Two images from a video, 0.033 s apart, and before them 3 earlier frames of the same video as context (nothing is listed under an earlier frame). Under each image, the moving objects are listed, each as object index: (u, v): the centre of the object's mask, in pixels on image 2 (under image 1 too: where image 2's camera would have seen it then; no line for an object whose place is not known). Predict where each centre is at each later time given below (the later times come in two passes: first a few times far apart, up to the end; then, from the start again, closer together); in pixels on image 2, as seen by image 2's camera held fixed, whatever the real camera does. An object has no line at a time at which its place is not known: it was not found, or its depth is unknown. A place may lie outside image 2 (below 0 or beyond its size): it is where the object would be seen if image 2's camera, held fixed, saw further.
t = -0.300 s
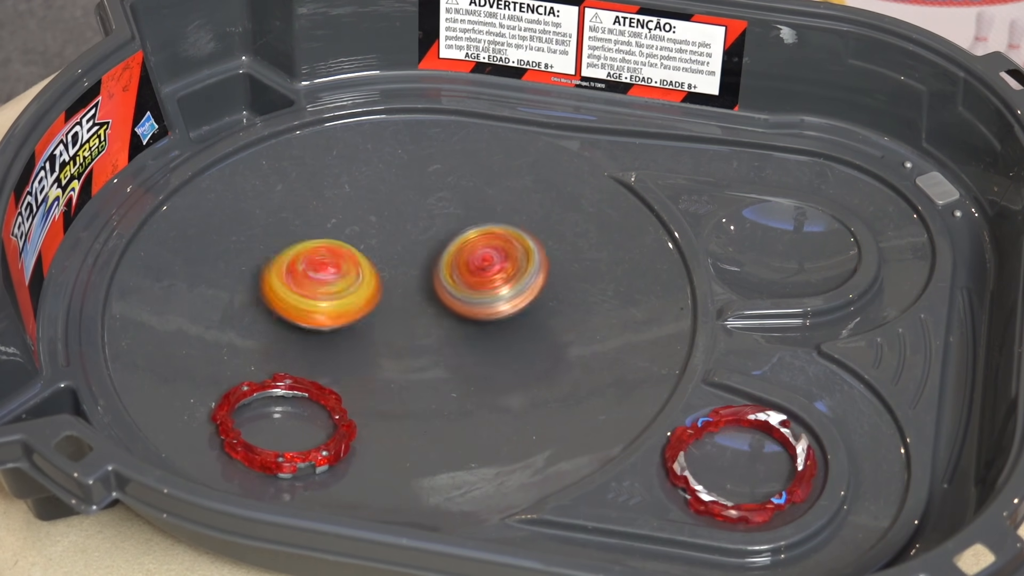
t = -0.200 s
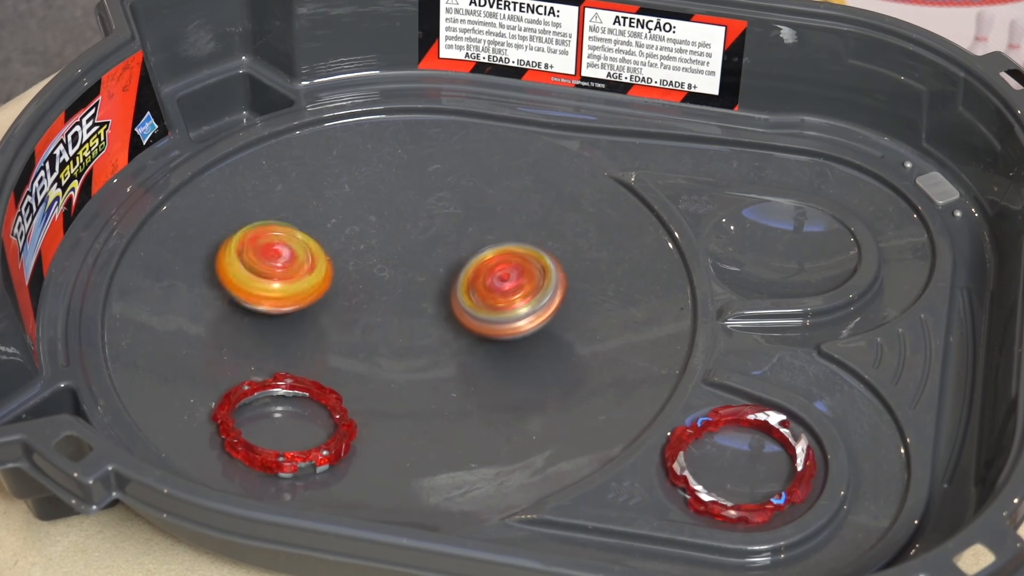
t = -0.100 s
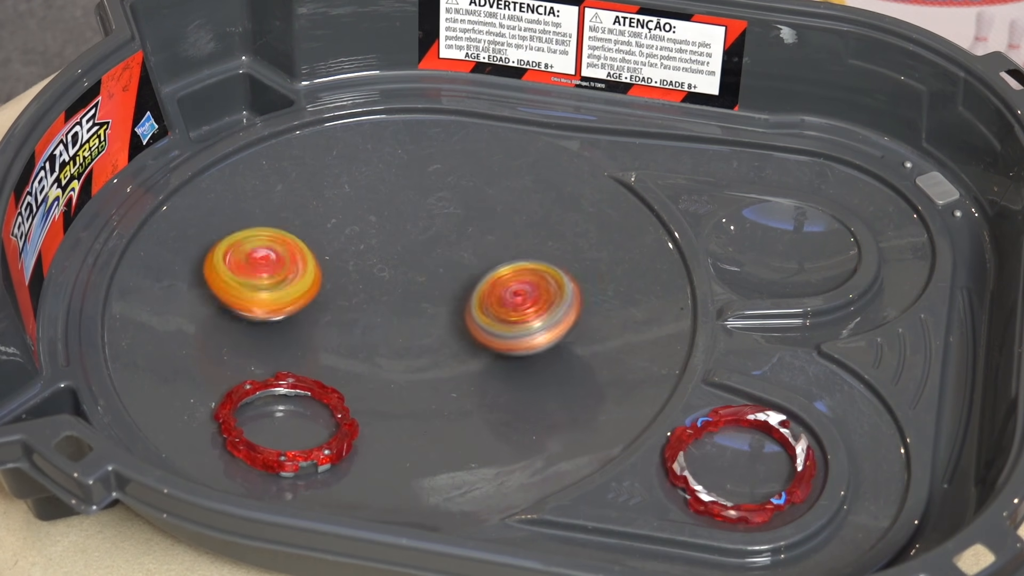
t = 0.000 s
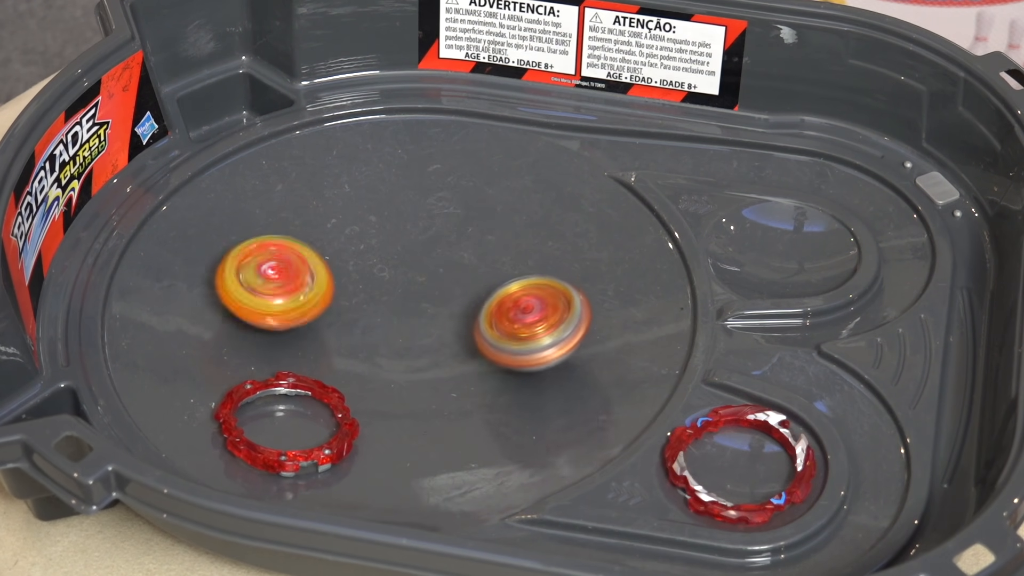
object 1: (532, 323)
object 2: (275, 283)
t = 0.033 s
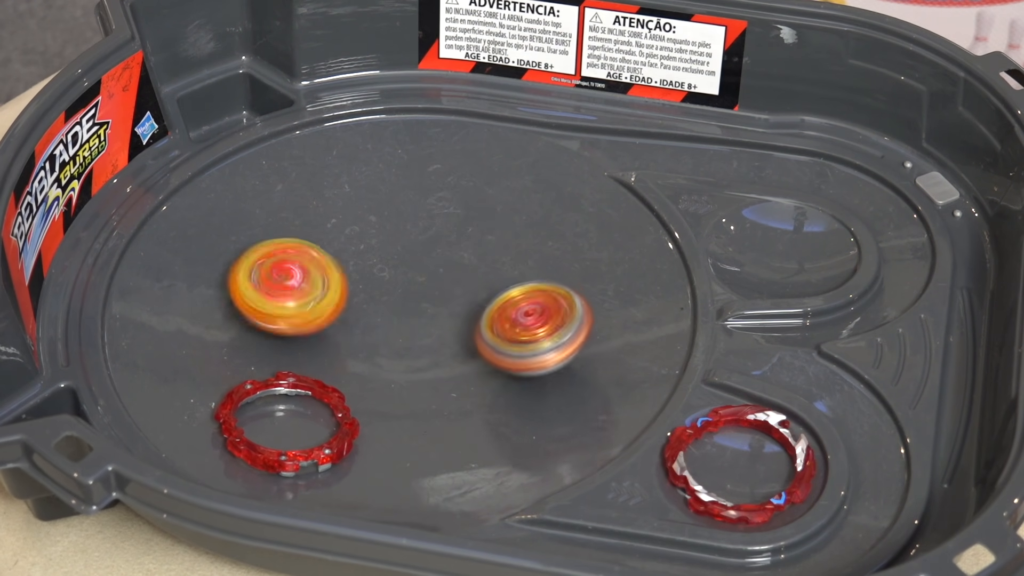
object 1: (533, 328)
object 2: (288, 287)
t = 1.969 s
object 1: (312, 241)
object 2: (569, 352)
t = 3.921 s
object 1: (359, 400)
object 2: (491, 289)
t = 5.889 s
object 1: (551, 309)
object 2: (415, 305)
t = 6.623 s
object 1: (372, 375)
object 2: (352, 283)
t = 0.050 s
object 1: (534, 331)
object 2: (292, 289)
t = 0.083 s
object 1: (535, 335)
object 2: (306, 291)
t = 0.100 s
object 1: (535, 337)
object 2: (317, 294)
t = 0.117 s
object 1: (535, 339)
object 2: (323, 295)
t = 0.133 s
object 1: (535, 341)
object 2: (333, 296)
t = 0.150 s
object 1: (533, 343)
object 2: (341, 296)
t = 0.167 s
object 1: (532, 345)
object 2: (351, 297)
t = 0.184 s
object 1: (530, 347)
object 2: (359, 296)
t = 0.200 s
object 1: (529, 348)
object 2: (372, 294)
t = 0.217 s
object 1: (526, 351)
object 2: (383, 294)
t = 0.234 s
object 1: (524, 352)
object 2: (392, 291)
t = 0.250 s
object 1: (522, 354)
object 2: (404, 289)
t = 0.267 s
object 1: (519, 355)
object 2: (416, 285)
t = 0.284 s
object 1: (516, 357)
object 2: (426, 282)
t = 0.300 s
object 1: (513, 359)
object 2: (435, 276)
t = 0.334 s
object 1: (506, 362)
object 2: (455, 267)
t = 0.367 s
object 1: (500, 364)
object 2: (468, 255)
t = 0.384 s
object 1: (496, 365)
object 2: (474, 249)
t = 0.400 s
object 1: (491, 367)
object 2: (479, 244)
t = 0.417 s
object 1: (487, 368)
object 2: (480, 237)
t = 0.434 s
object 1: (484, 368)
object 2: (484, 232)
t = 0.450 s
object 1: (479, 369)
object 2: (485, 228)
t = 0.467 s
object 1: (474, 370)
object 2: (485, 223)
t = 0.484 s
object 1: (470, 371)
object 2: (484, 221)
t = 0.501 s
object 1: (465, 372)
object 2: (485, 217)
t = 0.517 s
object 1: (460, 373)
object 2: (484, 217)
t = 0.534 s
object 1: (455, 373)
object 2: (482, 214)
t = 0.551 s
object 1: (451, 373)
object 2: (480, 214)
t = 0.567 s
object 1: (445, 373)
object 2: (479, 213)
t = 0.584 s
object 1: (441, 374)
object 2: (476, 216)
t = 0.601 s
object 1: (436, 374)
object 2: (472, 213)
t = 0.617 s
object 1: (431, 374)
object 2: (470, 215)
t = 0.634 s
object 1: (426, 374)
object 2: (467, 215)
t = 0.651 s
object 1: (421, 374)
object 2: (463, 218)
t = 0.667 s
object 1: (416, 374)
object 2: (459, 218)
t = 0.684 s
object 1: (411, 373)
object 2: (459, 222)
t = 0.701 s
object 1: (406, 373)
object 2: (456, 225)
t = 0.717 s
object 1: (401, 372)
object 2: (451, 228)
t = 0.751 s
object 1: (391, 371)
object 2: (446, 237)
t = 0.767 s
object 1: (386, 370)
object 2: (442, 245)
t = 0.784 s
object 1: (381, 369)
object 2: (438, 249)
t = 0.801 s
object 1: (376, 368)
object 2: (437, 256)
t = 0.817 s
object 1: (371, 367)
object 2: (435, 260)
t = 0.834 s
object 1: (368, 366)
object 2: (434, 268)
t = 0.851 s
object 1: (365, 365)
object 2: (433, 274)
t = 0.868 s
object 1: (362, 363)
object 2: (435, 281)
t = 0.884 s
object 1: (360, 362)
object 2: (436, 289)
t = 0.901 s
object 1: (358, 360)
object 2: (437, 295)
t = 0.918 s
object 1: (354, 360)
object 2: (442, 301)
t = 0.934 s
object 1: (348, 360)
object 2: (453, 304)
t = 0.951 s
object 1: (341, 361)
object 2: (463, 306)
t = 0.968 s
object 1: (337, 361)
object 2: (473, 306)
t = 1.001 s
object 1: (329, 360)
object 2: (495, 305)
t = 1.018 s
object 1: (326, 359)
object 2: (505, 304)
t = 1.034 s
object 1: (323, 359)
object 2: (514, 301)
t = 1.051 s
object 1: (320, 358)
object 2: (525, 299)
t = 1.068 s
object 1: (319, 357)
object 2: (534, 294)
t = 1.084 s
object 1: (317, 356)
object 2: (543, 291)
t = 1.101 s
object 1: (316, 355)
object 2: (549, 286)
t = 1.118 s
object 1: (317, 353)
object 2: (555, 282)
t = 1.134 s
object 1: (318, 351)
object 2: (560, 276)
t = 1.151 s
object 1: (319, 349)
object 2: (563, 272)
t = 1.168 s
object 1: (319, 346)
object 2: (564, 267)
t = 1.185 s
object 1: (319, 344)
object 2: (565, 263)
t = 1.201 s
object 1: (320, 342)
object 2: (564, 261)
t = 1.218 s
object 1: (319, 339)
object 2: (562, 258)
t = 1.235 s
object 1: (319, 337)
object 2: (559, 255)
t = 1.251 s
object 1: (319, 335)
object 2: (556, 252)
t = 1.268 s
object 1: (319, 332)
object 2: (553, 250)
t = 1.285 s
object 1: (319, 329)
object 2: (549, 250)
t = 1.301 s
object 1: (320, 327)
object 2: (544, 248)
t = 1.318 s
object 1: (320, 324)
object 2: (540, 249)
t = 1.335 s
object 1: (321, 321)
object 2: (534, 248)
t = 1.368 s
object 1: (322, 315)
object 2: (520, 251)
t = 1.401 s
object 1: (325, 310)
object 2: (505, 255)
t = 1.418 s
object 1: (325, 307)
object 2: (497, 257)
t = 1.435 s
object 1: (326, 304)
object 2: (487, 262)
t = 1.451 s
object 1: (328, 301)
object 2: (479, 265)
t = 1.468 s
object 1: (329, 298)
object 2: (471, 270)
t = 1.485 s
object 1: (331, 294)
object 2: (464, 276)
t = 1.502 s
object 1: (332, 291)
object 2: (455, 282)
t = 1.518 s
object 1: (332, 288)
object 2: (451, 287)
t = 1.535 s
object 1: (325, 282)
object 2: (456, 297)
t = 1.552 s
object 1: (316, 277)
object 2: (462, 303)
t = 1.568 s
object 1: (310, 272)
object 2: (468, 311)
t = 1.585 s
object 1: (304, 267)
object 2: (474, 318)
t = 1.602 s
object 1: (301, 263)
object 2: (478, 323)
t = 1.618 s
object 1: (298, 260)
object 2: (483, 328)
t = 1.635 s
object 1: (296, 258)
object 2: (489, 332)
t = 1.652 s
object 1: (294, 255)
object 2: (495, 338)
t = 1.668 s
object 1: (292, 252)
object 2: (499, 342)
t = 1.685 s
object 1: (291, 251)
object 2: (505, 348)
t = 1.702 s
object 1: (290, 249)
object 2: (511, 352)
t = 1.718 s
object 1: (290, 247)
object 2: (519, 355)
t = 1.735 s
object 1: (289, 246)
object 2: (525, 360)
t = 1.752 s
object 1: (289, 245)
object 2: (531, 362)
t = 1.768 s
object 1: (289, 244)
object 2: (538, 366)
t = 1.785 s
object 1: (289, 243)
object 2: (545, 367)
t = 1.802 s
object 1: (290, 242)
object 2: (553, 368)
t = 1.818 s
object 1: (291, 241)
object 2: (560, 368)
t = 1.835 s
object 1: (292, 240)
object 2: (566, 367)
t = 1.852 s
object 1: (294, 240)
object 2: (569, 367)
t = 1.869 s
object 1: (296, 239)
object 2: (570, 364)
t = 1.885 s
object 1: (298, 240)
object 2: (574, 362)
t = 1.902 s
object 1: (300, 240)
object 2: (573, 361)
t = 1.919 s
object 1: (303, 240)
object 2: (572, 358)
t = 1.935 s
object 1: (306, 240)
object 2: (572, 356)
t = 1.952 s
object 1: (309, 241)
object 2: (571, 354)
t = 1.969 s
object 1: (312, 241)
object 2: (569, 352)
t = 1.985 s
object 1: (315, 242)
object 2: (566, 349)
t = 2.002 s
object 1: (319, 242)
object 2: (563, 347)
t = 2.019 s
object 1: (323, 243)
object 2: (556, 345)
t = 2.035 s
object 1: (327, 244)
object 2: (552, 341)
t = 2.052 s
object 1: (332, 245)
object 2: (548, 340)
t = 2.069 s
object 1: (336, 246)
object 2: (539, 338)
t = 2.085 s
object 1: (341, 247)
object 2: (531, 334)
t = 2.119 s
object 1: (352, 249)
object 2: (513, 329)
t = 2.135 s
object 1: (358, 250)
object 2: (505, 328)
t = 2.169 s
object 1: (370, 252)
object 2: (486, 325)
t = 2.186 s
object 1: (376, 253)
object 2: (476, 323)
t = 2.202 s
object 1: (382, 254)
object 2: (469, 322)
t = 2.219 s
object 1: (388, 255)
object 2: (461, 321)
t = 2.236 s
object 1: (393, 252)
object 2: (453, 324)
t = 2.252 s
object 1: (396, 247)
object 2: (447, 330)
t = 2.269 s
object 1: (400, 244)
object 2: (441, 333)
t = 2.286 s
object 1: (404, 242)
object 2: (434, 334)
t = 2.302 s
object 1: (408, 240)
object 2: (428, 335)
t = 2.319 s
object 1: (413, 239)
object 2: (418, 337)
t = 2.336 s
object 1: (417, 238)
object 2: (409, 336)
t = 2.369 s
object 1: (425, 237)
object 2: (391, 336)
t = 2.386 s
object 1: (429, 236)
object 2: (385, 335)
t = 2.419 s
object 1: (437, 235)
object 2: (369, 336)
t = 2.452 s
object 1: (445, 235)
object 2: (352, 337)
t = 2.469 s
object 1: (449, 234)
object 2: (345, 336)
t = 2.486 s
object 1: (452, 234)
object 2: (340, 337)
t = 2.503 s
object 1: (456, 234)
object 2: (332, 339)
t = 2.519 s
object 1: (460, 234)
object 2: (323, 339)
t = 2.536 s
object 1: (463, 235)
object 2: (317, 340)
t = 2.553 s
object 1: (467, 235)
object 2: (312, 340)
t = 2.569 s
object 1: (470, 236)
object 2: (310, 341)
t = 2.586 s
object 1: (473, 237)
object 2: (309, 342)
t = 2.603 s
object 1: (476, 237)
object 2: (309, 341)
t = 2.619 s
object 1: (479, 239)
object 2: (309, 341)
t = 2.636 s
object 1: (482, 240)
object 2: (309, 342)
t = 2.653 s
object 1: (485, 241)
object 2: (309, 340)
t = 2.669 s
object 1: (487, 242)
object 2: (313, 339)
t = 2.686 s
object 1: (490, 244)
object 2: (315, 341)
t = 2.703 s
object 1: (493, 245)
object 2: (315, 340)
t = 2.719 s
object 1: (495, 247)
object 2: (316, 338)
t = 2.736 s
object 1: (498, 249)
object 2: (321, 336)
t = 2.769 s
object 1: (502, 253)
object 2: (328, 334)
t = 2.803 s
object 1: (505, 258)
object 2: (337, 330)
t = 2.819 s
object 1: (507, 260)
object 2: (342, 327)
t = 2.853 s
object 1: (510, 265)
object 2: (351, 322)
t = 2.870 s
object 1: (512, 267)
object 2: (356, 318)
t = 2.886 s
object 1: (512, 270)
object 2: (365, 314)
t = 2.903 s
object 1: (514, 272)
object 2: (369, 311)
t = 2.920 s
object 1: (515, 275)
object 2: (373, 308)
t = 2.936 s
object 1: (516, 278)
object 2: (377, 304)
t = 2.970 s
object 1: (517, 284)
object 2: (384, 296)
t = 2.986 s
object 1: (518, 287)
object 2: (390, 292)
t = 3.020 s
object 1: (518, 293)
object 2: (398, 284)
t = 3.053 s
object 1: (518, 298)
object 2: (404, 276)
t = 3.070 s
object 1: (518, 302)
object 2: (407, 271)
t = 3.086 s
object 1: (518, 305)
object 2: (411, 267)
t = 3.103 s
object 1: (517, 308)
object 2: (415, 263)
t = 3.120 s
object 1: (517, 311)
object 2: (418, 258)
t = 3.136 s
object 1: (516, 314)
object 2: (419, 254)
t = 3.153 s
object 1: (514, 318)
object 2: (421, 250)
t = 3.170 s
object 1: (513, 320)
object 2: (421, 246)
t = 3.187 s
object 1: (511, 323)
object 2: (423, 241)
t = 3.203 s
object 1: (510, 326)
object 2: (426, 237)
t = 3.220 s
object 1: (509, 329)
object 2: (425, 236)
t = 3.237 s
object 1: (506, 332)
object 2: (423, 234)
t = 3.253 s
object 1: (505, 335)
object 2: (422, 230)
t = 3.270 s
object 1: (503, 337)
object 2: (422, 229)
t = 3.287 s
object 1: (500, 341)
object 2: (422, 228)
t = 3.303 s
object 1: (498, 343)
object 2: (421, 226)
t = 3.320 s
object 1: (496, 346)
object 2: (422, 226)
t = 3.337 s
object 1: (493, 348)
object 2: (421, 227)
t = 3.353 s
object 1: (491, 351)
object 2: (418, 227)
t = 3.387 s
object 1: (486, 355)
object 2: (417, 227)
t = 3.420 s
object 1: (480, 360)
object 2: (418, 229)
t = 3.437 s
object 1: (477, 362)
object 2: (417, 231)
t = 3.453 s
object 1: (473, 364)
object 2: (418, 235)
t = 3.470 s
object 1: (470, 365)
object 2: (417, 239)
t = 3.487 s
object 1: (467, 367)
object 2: (416, 241)
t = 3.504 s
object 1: (464, 369)
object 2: (416, 243)
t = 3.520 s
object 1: (461, 370)
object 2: (417, 245)
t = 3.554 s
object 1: (454, 372)
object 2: (420, 256)
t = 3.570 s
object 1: (451, 373)
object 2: (419, 260)
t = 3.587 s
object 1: (446, 374)
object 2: (419, 263)
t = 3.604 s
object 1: (443, 374)
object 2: (419, 266)
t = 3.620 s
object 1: (439, 375)
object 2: (421, 269)
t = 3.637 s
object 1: (436, 375)
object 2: (425, 272)
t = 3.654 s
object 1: (433, 376)
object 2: (427, 280)
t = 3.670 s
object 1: (428, 376)
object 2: (429, 286)
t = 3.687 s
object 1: (425, 376)
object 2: (429, 288)
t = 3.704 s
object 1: (421, 376)
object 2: (431, 292)
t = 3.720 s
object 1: (417, 377)
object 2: (434, 294)
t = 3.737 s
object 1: (410, 380)
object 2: (438, 294)
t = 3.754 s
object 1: (403, 384)
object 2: (445, 293)
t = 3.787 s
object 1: (391, 390)
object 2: (457, 291)
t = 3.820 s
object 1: (382, 394)
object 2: (467, 290)
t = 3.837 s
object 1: (377, 395)
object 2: (470, 291)
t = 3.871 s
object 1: (370, 397)
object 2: (478, 290)
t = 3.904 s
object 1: (362, 399)
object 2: (487, 288)
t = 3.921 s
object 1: (359, 400)
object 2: (491, 289)
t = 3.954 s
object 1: (352, 400)
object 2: (495, 289)
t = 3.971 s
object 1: (350, 400)
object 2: (496, 288)
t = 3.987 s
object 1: (347, 400)
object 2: (498, 287)
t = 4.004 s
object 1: (345, 400)
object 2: (502, 286)
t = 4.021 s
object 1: (343, 399)
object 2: (505, 286)
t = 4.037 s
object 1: (340, 398)
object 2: (506, 286)
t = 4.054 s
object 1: (339, 397)
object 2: (507, 287)
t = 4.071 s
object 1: (337, 396)
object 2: (506, 287)
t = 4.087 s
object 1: (335, 395)
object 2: (506, 287)
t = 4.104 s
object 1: (334, 393)
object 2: (505, 287)
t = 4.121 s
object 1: (333, 391)
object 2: (506, 289)
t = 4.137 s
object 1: (333, 389)
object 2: (504, 290)
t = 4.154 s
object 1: (332, 386)
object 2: (503, 290)
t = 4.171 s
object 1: (331, 385)
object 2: (501, 290)
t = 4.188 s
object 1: (331, 382)
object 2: (502, 290)
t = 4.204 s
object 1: (330, 379)
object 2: (503, 292)
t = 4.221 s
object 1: (330, 376)
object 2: (499, 295)
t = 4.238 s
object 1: (330, 372)
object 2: (495, 297)
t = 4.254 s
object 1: (330, 370)
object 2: (490, 297)
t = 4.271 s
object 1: (330, 366)
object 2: (488, 296)
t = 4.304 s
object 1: (331, 359)
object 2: (484, 298)
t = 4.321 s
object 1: (331, 355)
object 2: (482, 298)
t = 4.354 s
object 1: (333, 347)
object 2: (478, 302)
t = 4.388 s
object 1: (335, 339)
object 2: (464, 306)
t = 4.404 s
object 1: (336, 335)
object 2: (457, 306)
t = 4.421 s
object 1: (337, 330)
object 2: (455, 305)
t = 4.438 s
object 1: (336, 326)
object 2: (454, 306)
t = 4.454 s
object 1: (333, 322)
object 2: (456, 305)
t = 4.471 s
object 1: (333, 318)
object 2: (458, 304)
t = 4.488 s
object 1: (332, 313)
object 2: (460, 305)
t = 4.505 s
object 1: (332, 309)
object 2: (461, 307)
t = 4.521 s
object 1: (332, 304)
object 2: (458, 309)
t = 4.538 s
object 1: (332, 301)
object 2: (454, 310)
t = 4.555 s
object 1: (333, 296)
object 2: (451, 308)
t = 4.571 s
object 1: (331, 292)
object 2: (452, 307)
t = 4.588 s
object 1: (328, 287)
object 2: (454, 306)
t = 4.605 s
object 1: (327, 282)
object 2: (458, 306)
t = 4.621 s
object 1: (326, 278)
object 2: (462, 306)
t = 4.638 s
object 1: (326, 273)
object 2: (463, 307)
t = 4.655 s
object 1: (325, 269)
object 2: (465, 307)
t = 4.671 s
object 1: (325, 265)
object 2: (466, 308)
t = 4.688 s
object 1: (325, 261)
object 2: (467, 308)
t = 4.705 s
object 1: (325, 257)
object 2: (468, 308)
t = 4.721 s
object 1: (325, 253)
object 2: (468, 308)
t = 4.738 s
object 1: (326, 250)
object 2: (471, 307)
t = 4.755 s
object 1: (326, 246)
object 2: (473, 309)
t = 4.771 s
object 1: (327, 243)
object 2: (472, 310)
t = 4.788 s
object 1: (328, 239)
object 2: (472, 311)
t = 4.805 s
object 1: (329, 237)
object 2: (472, 310)
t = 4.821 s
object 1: (330, 234)
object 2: (474, 309)
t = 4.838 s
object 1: (331, 231)
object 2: (476, 310)
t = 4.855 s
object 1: (333, 228)
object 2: (476, 312)
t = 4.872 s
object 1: (334, 226)
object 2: (475, 313)
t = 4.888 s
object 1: (337, 224)
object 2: (473, 314)
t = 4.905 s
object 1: (338, 222)
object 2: (472, 313)
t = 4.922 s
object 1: (341, 221)
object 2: (473, 313)
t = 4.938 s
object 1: (343, 219)
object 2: (472, 314)
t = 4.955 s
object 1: (345, 218)
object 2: (472, 314)
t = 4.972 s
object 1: (348, 217)
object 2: (471, 315)
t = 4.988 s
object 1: (350, 216)
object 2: (469, 314)
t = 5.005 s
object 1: (354, 216)
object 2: (470, 314)
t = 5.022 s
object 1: (356, 215)
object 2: (469, 316)
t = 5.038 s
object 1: (360, 215)
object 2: (467, 317)
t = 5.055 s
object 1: (362, 215)
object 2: (465, 319)
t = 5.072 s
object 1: (366, 215)
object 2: (461, 319)
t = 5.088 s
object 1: (370, 215)
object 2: (460, 318)
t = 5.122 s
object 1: (377, 216)
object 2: (457, 320)
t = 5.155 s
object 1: (385, 218)
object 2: (453, 322)
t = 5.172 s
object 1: (389, 219)
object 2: (451, 322)
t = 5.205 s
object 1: (398, 221)
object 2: (449, 325)
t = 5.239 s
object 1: (407, 225)
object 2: (444, 329)
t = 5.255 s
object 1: (411, 227)
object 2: (441, 329)
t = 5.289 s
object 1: (421, 231)
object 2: (439, 330)
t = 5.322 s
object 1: (431, 235)
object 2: (438, 332)
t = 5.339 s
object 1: (436, 238)
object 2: (436, 333)
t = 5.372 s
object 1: (446, 242)
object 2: (435, 334)
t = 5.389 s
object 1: (451, 245)
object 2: (432, 335)
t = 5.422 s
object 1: (460, 250)
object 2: (431, 335)
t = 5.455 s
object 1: (472, 254)
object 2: (428, 337)
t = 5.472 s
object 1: (478, 255)
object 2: (424, 341)
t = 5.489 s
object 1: (484, 257)
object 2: (420, 343)
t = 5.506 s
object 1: (489, 258)
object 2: (416, 343)
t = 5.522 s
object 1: (493, 260)
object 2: (412, 343)
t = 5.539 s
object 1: (499, 261)
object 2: (409, 342)
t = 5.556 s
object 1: (503, 263)
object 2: (409, 341)
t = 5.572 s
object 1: (508, 265)
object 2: (409, 341)
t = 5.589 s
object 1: (512, 267)
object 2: (407, 342)
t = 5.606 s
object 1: (517, 269)
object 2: (408, 341)
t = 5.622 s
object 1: (520, 271)
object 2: (409, 340)
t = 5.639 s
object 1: (524, 273)
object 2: (412, 341)
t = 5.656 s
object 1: (527, 275)
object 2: (416, 333)
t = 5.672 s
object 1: (531, 277)
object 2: (419, 332)
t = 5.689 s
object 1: (533, 279)
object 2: (419, 330)
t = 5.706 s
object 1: (536, 281)
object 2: (419, 328)
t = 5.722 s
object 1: (539, 284)
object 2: (420, 326)
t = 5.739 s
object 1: (541, 286)
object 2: (420, 324)
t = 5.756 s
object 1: (543, 289)
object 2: (420, 322)
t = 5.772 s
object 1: (545, 291)
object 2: (420, 321)
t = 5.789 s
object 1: (546, 293)
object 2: (421, 320)
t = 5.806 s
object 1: (548, 295)
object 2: (421, 319)
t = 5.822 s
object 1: (548, 298)
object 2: (420, 316)
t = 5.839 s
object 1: (550, 301)
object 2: (419, 314)
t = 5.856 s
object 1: (550, 303)
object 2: (418, 311)
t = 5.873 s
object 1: (551, 306)
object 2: (416, 309)
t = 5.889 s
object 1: (551, 309)
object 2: (415, 305)
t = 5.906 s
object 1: (550, 312)
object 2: (415, 301)
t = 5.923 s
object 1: (549, 314)
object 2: (412, 299)
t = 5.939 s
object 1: (548, 317)
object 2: (411, 294)
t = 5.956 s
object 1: (547, 319)
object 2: (407, 294)
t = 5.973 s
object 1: (545, 322)
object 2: (403, 291)
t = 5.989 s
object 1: (543, 324)
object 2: (399, 290)
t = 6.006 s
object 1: (541, 326)
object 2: (396, 289)
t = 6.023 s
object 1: (539, 329)
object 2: (393, 282)
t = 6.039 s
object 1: (537, 332)
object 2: (387, 287)
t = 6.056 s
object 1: (534, 334)
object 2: (383, 286)
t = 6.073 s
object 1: (531, 336)
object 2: (379, 286)
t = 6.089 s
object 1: (528, 339)
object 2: (376, 286)
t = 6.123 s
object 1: (520, 343)
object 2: (369, 287)
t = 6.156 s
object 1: (513, 347)
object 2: (364, 287)
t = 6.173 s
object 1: (508, 349)
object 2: (362, 288)
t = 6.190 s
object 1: (504, 351)
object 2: (359, 289)
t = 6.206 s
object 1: (500, 353)
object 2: (357, 290)
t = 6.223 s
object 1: (495, 355)
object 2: (355, 291)
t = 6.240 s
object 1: (489, 356)
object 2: (353, 292)
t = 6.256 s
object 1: (484, 358)
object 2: (352, 293)
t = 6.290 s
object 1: (474, 361)
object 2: (348, 294)
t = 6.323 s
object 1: (463, 362)
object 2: (347, 297)
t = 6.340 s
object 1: (458, 364)
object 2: (346, 298)
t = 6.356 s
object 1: (452, 364)
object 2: (345, 299)
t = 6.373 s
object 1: (447, 365)
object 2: (342, 298)
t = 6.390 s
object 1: (441, 366)
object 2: (343, 301)
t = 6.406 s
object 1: (435, 366)
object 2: (341, 300)
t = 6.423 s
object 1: (430, 366)
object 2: (341, 301)
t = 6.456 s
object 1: (418, 366)
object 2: (340, 303)
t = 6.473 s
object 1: (413, 366)
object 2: (340, 303)
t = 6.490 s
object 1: (408, 366)
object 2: (340, 304)
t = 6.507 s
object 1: (402, 365)
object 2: (339, 304)
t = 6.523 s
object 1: (397, 365)
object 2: (339, 304)
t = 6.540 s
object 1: (393, 367)
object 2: (338, 300)
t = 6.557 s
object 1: (389, 371)
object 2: (338, 296)
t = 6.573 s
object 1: (385, 373)
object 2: (339, 291)
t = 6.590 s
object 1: (380, 374)
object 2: (342, 287)
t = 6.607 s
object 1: (377, 374)
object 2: (347, 284)
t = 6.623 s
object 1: (372, 375)
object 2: (352, 283)
